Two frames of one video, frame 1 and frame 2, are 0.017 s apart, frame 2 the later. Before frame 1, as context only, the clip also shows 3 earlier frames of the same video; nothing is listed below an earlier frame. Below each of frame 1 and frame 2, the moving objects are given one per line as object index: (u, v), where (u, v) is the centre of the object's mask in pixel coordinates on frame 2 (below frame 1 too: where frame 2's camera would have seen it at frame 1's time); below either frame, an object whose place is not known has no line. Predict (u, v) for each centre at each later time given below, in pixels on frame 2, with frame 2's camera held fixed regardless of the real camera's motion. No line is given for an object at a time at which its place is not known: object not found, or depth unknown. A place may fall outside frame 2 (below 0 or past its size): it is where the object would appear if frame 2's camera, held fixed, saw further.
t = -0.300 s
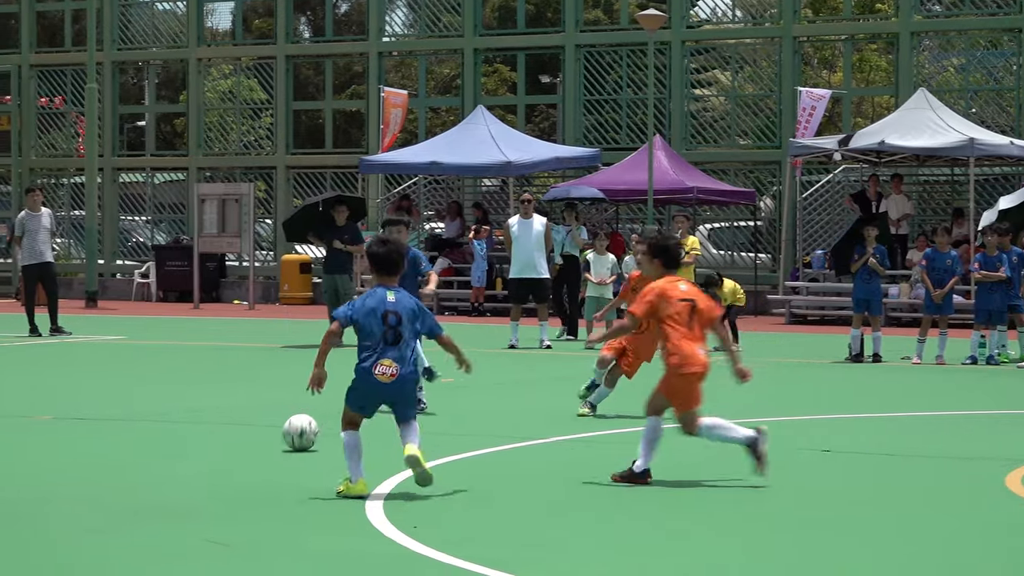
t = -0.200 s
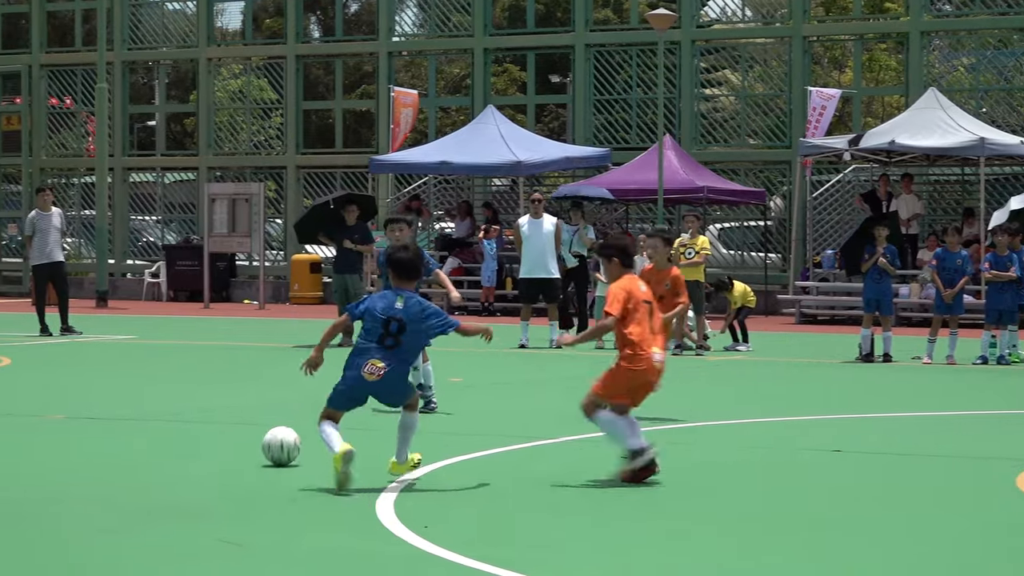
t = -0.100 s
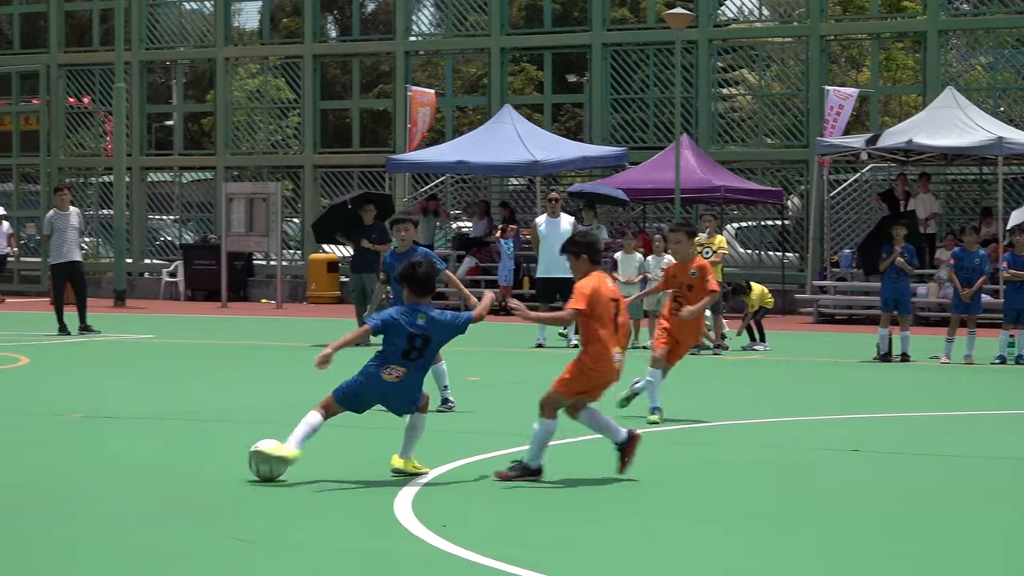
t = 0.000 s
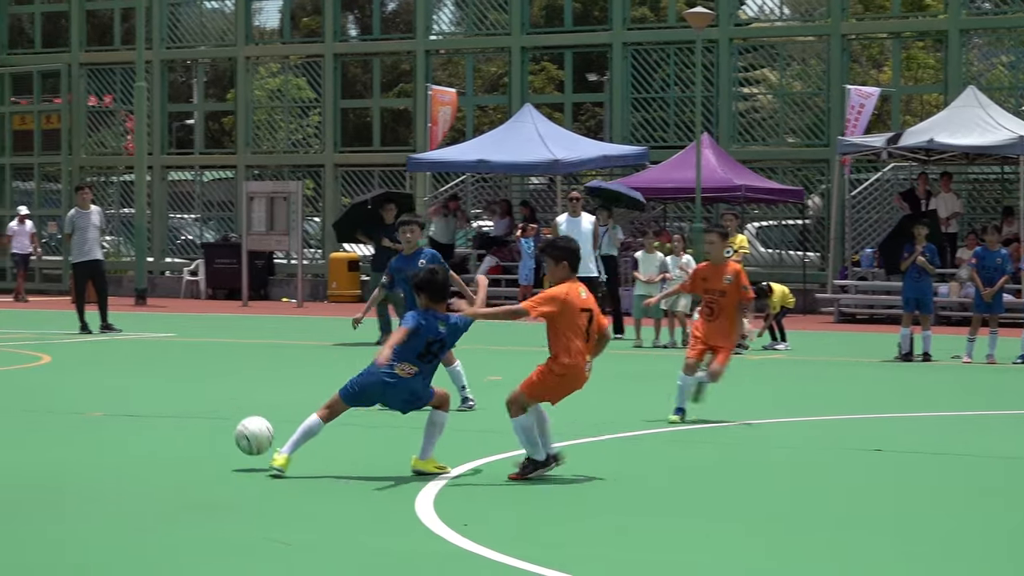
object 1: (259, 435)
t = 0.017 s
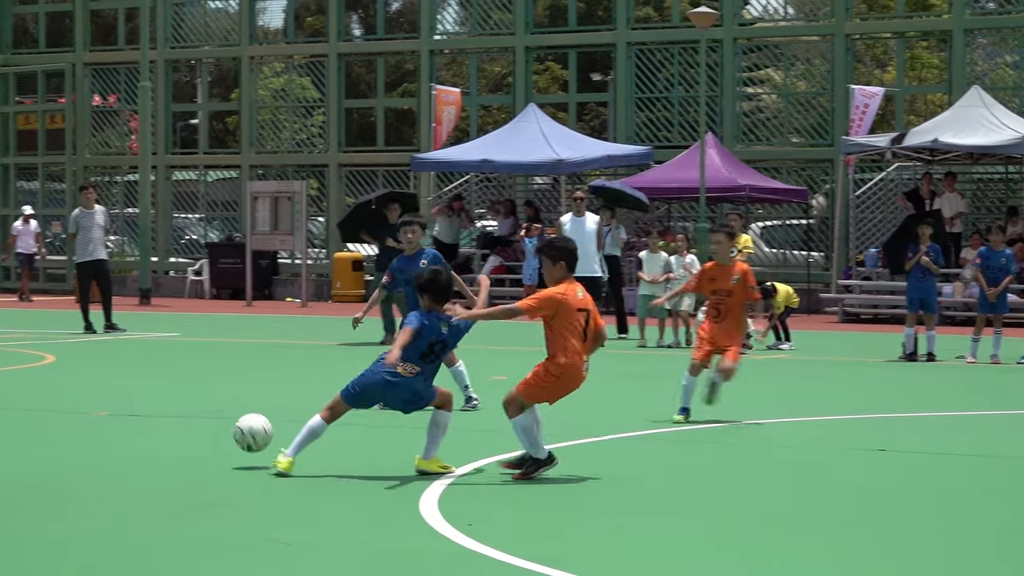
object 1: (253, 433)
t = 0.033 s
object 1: (247, 430)
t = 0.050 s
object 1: (240, 429)
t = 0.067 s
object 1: (234, 427)
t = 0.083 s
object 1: (228, 427)
